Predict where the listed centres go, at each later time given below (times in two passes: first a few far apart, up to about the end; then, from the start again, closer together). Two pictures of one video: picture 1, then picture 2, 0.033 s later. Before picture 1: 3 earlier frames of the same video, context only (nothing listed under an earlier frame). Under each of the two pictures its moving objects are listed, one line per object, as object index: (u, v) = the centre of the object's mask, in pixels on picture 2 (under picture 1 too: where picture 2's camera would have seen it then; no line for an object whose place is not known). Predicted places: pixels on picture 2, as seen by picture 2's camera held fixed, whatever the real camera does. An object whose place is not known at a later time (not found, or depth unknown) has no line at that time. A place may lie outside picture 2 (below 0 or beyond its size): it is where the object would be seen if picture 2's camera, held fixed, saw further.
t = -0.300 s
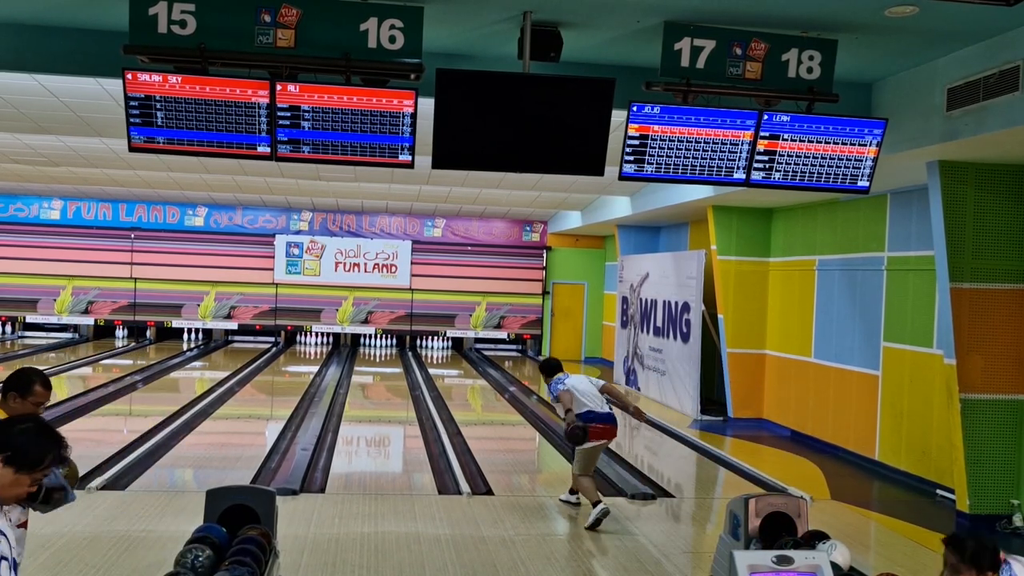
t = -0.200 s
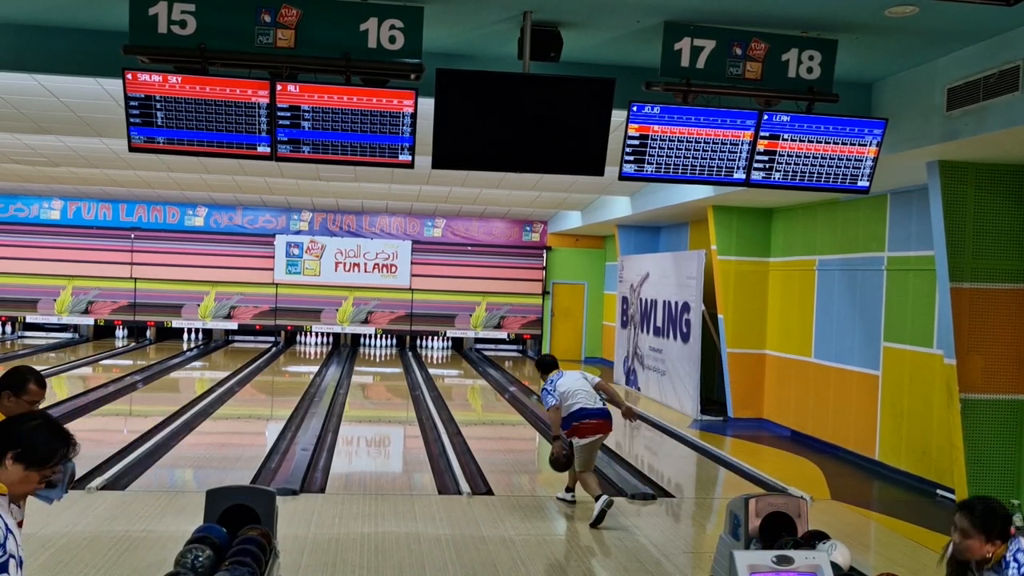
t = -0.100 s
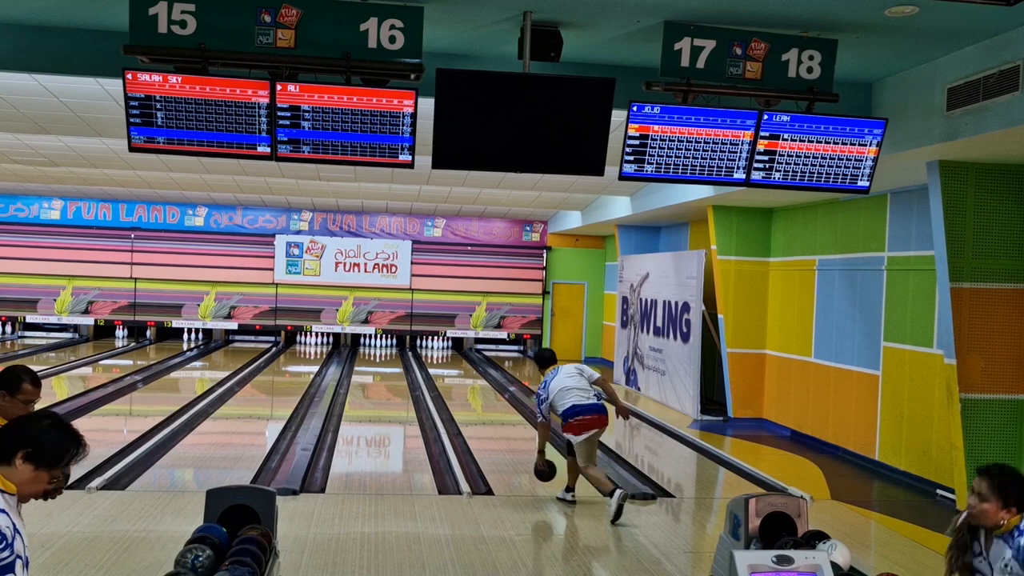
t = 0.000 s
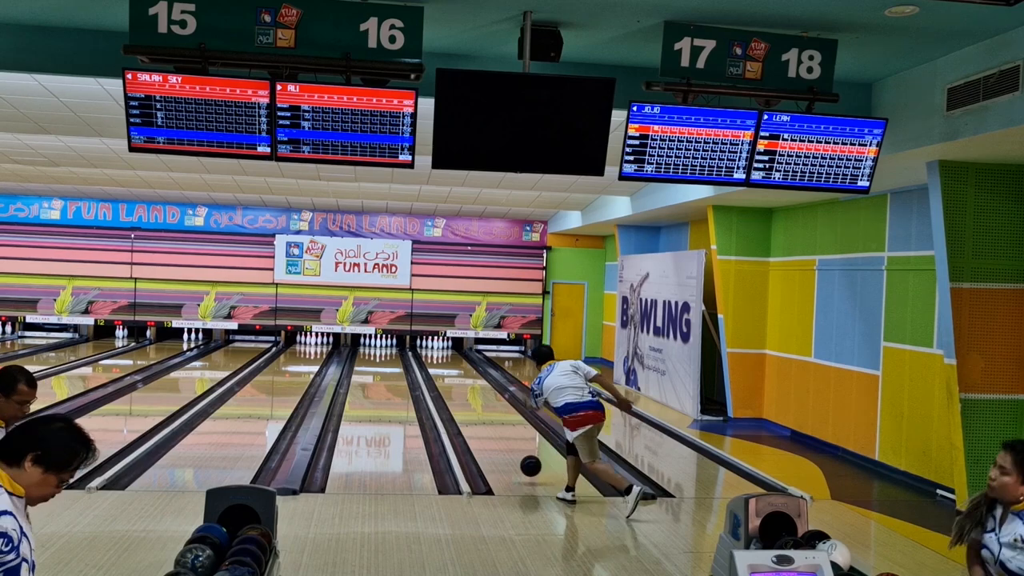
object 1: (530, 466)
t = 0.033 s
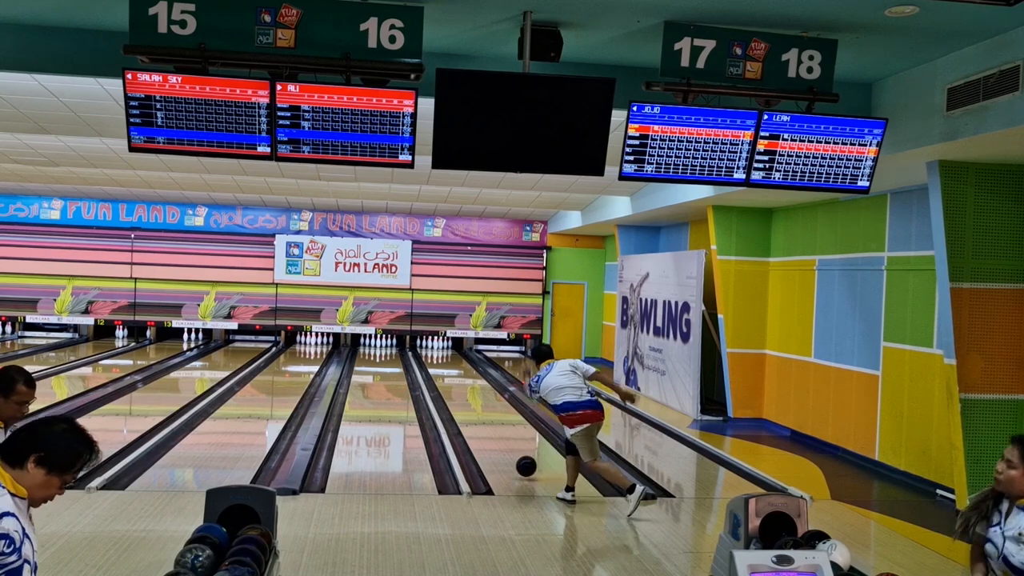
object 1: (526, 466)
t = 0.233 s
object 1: (504, 446)
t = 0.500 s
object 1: (483, 422)
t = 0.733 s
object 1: (469, 406)
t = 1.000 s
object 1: (456, 392)
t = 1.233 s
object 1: (448, 382)
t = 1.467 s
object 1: (441, 373)
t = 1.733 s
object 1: (435, 365)
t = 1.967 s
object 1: (431, 359)
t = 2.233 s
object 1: (431, 354)
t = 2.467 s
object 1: (432, 350)
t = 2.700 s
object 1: (432, 347)
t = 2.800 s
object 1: (431, 345)
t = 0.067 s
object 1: (522, 465)
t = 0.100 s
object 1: (518, 460)
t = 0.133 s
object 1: (514, 456)
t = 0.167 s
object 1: (511, 453)
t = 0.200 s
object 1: (508, 450)
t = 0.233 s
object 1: (504, 446)
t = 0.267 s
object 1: (501, 443)
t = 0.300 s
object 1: (498, 439)
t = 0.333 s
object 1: (496, 436)
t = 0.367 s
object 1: (493, 433)
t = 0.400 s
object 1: (490, 430)
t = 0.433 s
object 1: (488, 427)
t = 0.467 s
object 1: (485, 425)
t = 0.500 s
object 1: (483, 422)
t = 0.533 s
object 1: (481, 420)
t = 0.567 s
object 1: (478, 417)
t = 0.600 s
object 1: (476, 415)
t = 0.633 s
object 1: (474, 413)
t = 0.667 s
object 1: (473, 410)
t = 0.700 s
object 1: (470, 408)
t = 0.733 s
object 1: (469, 406)
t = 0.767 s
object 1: (467, 404)
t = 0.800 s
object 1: (465, 402)
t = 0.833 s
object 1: (464, 400)
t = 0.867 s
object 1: (462, 398)
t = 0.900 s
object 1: (460, 397)
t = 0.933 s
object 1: (459, 395)
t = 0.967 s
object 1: (458, 393)
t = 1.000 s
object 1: (456, 392)
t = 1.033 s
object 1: (455, 390)
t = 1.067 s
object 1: (454, 389)
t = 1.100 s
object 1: (452, 387)
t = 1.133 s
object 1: (451, 385)
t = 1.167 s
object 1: (450, 384)
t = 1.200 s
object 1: (449, 383)
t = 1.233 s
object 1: (448, 382)
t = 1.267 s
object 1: (447, 380)
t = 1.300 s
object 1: (445, 379)
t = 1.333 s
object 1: (445, 378)
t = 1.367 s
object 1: (443, 377)
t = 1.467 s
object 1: (441, 373)
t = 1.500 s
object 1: (440, 372)
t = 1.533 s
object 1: (439, 371)
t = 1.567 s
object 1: (438, 370)
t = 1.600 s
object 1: (437, 369)
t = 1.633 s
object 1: (437, 368)
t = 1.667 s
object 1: (436, 367)
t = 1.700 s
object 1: (435, 366)
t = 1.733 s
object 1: (435, 365)
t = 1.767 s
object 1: (434, 364)
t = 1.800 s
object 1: (433, 363)
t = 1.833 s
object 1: (433, 362)
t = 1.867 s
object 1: (433, 361)
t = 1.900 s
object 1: (432, 360)
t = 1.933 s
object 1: (432, 360)
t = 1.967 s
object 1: (431, 359)
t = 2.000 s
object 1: (431, 358)
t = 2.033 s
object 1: (431, 358)
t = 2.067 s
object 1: (431, 357)
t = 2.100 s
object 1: (431, 356)
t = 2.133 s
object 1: (431, 355)
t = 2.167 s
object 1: (430, 355)
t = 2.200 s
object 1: (431, 354)
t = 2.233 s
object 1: (431, 354)
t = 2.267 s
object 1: (431, 353)
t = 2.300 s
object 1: (431, 353)
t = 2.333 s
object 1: (431, 352)
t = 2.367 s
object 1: (431, 352)
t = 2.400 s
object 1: (431, 351)
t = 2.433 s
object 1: (431, 350)
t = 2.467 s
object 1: (432, 350)
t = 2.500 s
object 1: (432, 349)
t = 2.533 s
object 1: (432, 349)
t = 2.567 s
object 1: (432, 348)
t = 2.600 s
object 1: (432, 348)
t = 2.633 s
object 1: (432, 347)
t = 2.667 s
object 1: (432, 347)
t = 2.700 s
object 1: (432, 347)
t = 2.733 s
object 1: (433, 345)
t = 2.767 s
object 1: (432, 345)
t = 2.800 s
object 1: (431, 345)
